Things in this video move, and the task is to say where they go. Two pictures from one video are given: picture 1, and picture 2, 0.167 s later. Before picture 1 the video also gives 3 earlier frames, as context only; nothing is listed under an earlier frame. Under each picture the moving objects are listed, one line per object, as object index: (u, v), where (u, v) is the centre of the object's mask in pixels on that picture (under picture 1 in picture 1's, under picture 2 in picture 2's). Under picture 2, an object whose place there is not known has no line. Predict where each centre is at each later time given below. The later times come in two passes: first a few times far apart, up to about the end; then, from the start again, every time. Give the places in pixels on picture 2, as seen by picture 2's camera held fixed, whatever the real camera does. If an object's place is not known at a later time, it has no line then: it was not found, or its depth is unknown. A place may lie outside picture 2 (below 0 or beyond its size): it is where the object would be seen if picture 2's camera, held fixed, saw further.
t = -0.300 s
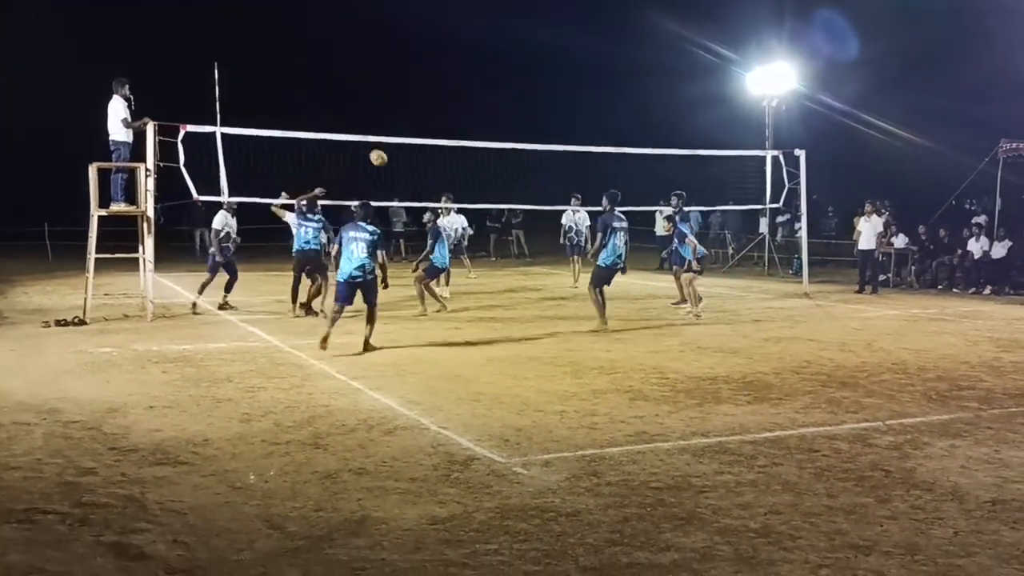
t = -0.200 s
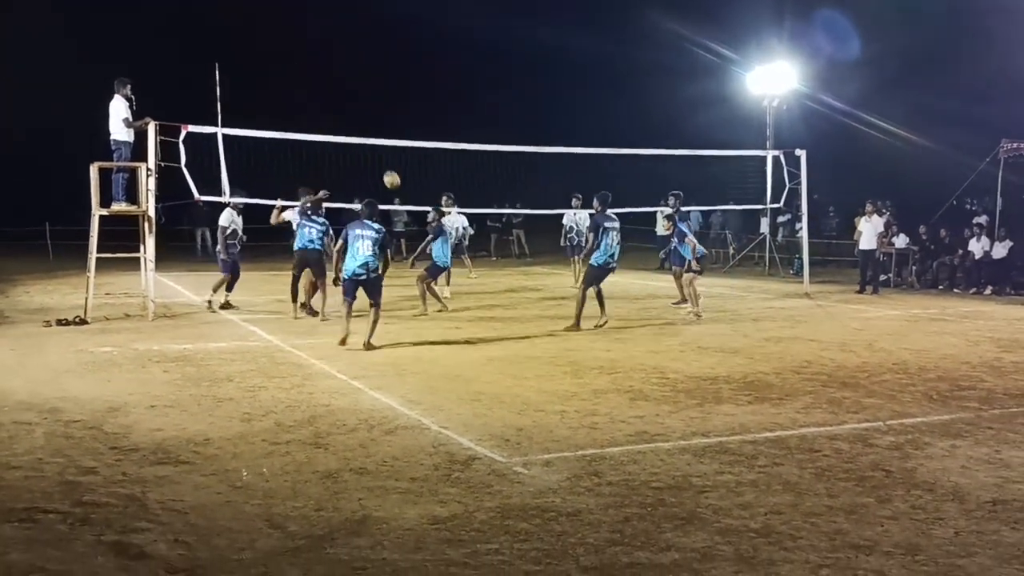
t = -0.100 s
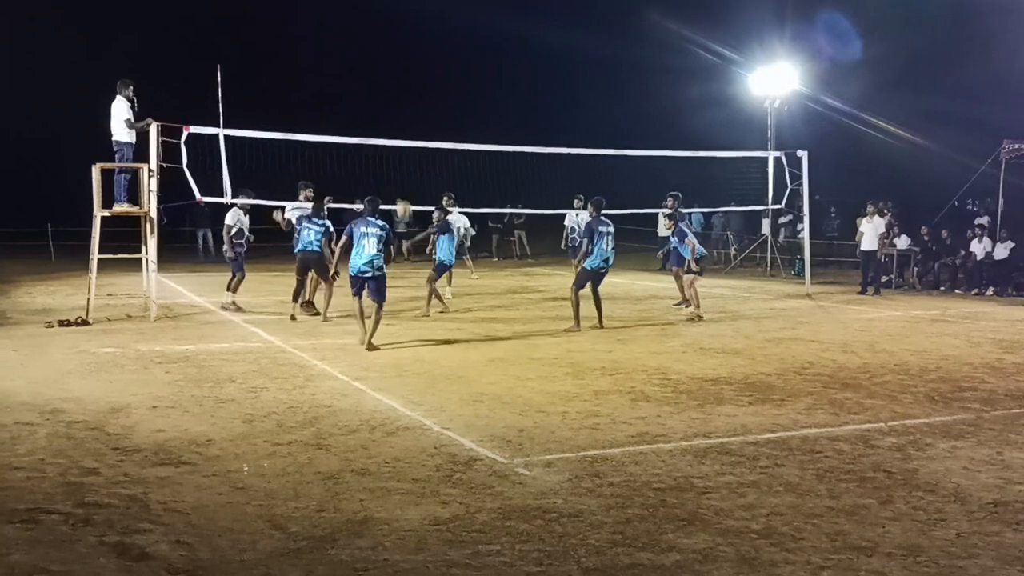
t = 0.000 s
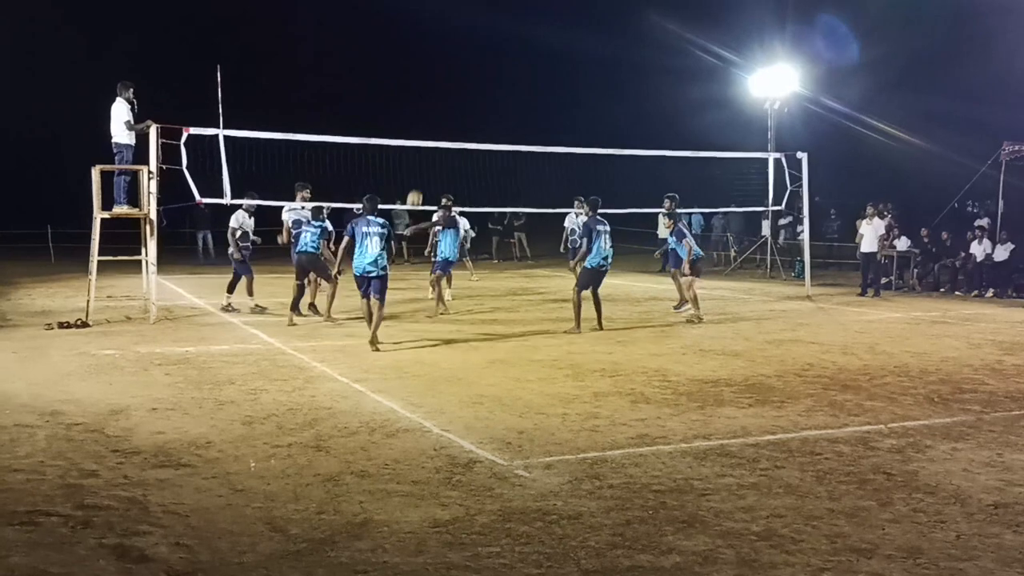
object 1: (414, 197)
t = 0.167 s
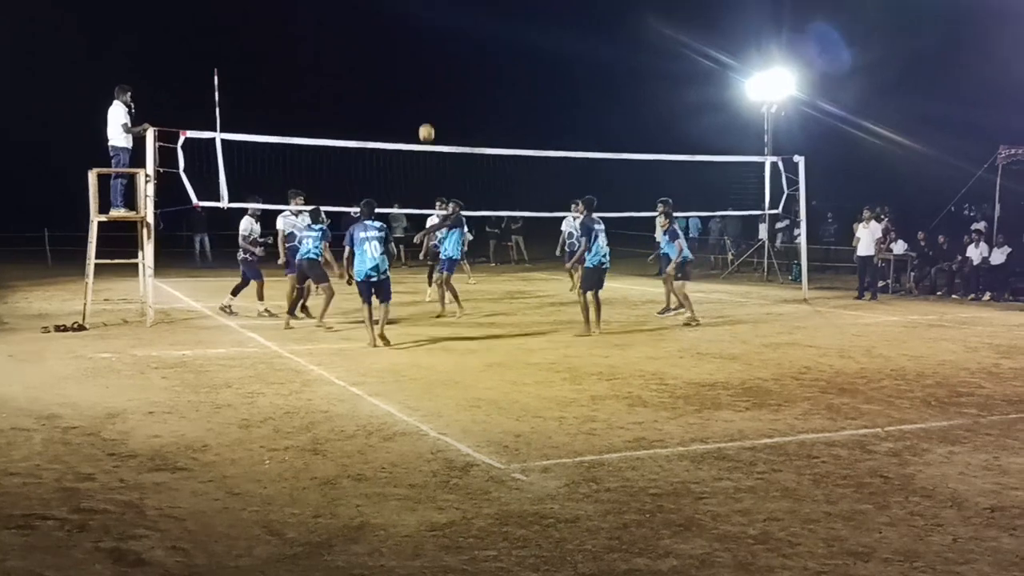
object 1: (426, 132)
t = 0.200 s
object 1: (429, 121)
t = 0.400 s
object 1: (446, 66)
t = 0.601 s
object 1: (464, 39)
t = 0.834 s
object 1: (485, 43)
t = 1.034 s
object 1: (504, 77)
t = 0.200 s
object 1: (429, 121)
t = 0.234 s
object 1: (432, 110)
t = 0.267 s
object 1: (435, 99)
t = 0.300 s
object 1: (437, 90)
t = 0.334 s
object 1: (440, 81)
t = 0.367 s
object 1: (444, 73)
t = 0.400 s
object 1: (446, 66)
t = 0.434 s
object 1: (449, 60)
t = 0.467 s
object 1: (452, 54)
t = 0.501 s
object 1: (455, 49)
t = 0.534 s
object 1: (457, 44)
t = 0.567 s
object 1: (460, 41)
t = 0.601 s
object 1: (464, 39)
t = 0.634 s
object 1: (467, 38)
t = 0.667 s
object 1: (470, 36)
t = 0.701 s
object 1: (473, 36)
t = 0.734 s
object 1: (476, 37)
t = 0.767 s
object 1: (479, 38)
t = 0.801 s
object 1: (482, 40)
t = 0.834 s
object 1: (485, 43)
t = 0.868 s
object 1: (489, 47)
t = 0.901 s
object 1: (492, 51)
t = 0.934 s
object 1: (495, 57)
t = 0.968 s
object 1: (498, 63)
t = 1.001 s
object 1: (501, 70)
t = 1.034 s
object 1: (504, 77)
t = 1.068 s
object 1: (507, 86)
